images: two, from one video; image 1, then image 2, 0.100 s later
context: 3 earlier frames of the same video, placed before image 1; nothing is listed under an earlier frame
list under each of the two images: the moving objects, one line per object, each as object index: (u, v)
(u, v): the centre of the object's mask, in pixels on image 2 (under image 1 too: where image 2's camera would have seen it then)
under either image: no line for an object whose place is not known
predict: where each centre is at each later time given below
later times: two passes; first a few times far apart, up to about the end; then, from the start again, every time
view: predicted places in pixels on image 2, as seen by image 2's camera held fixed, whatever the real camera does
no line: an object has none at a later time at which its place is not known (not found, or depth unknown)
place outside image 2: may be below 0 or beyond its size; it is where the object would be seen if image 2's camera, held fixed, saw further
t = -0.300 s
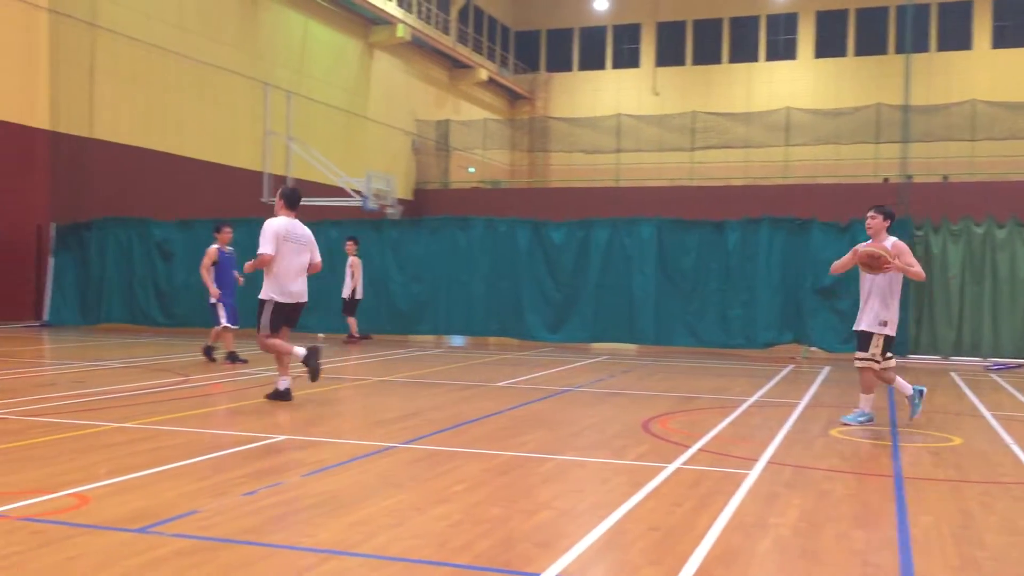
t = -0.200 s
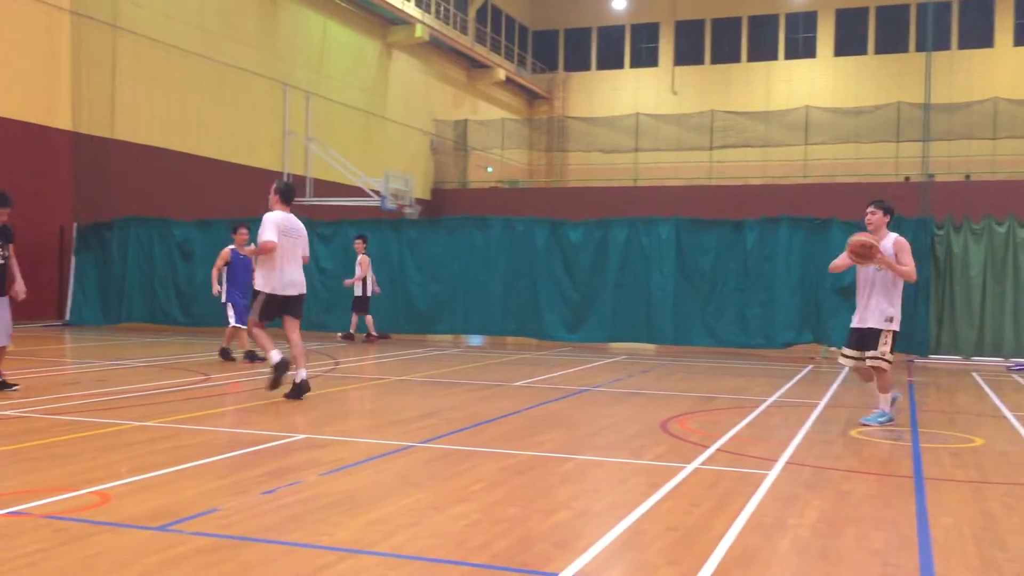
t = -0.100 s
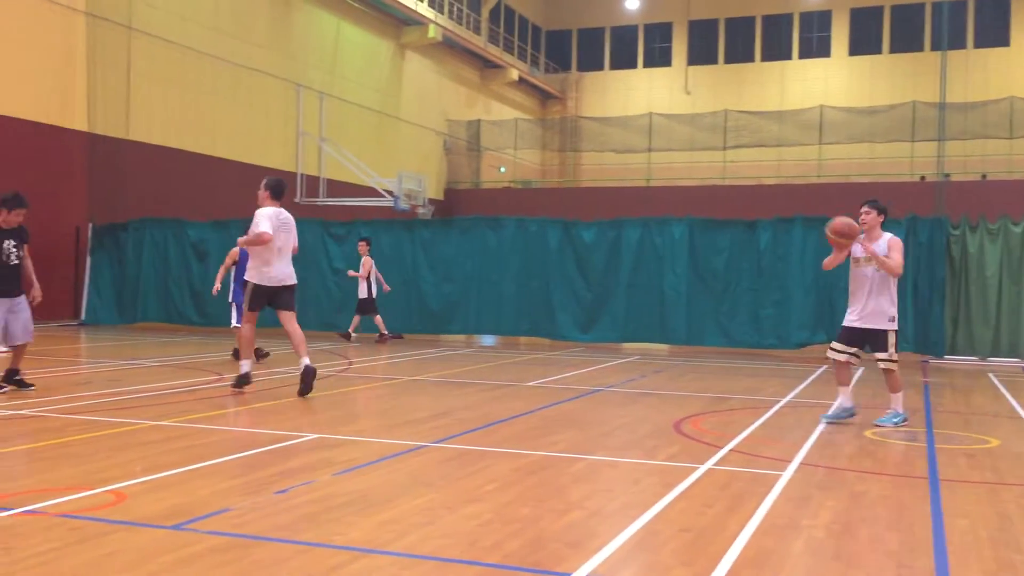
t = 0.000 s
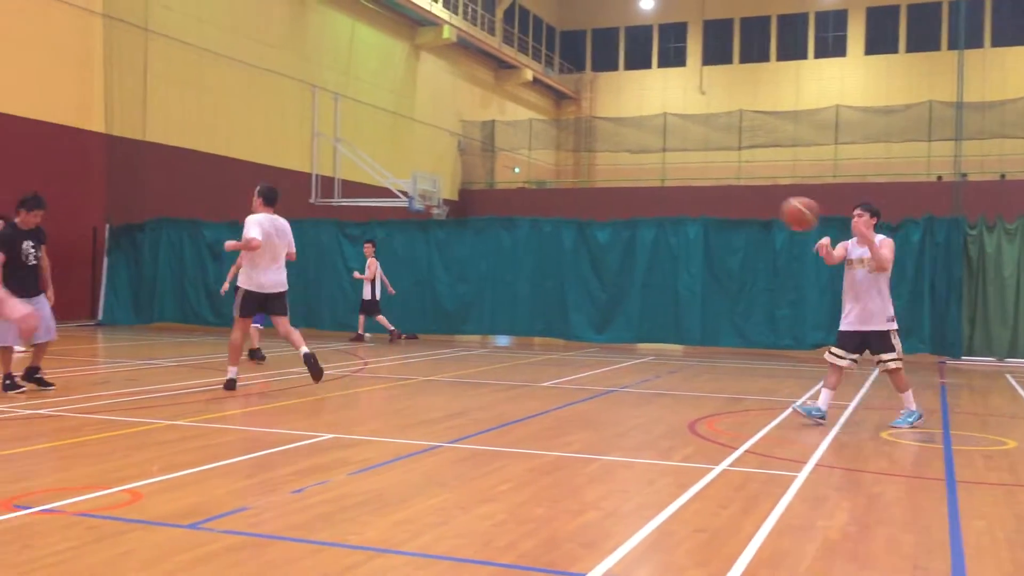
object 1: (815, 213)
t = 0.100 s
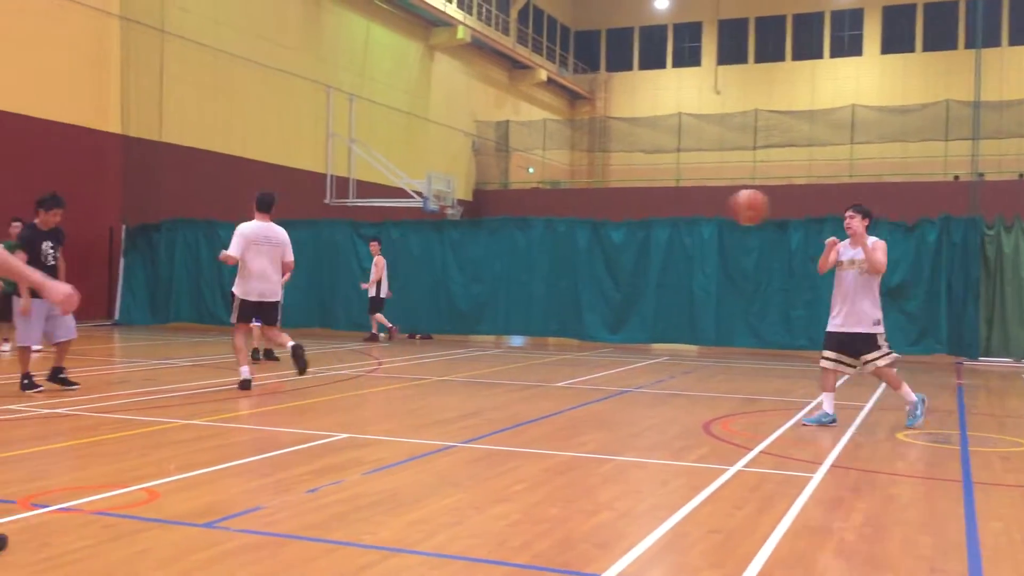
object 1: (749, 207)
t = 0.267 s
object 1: (621, 228)
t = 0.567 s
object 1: (326, 411)
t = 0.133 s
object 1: (725, 207)
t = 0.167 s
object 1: (700, 210)
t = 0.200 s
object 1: (674, 214)
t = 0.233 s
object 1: (648, 220)
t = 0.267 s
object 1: (621, 228)
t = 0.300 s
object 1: (593, 238)
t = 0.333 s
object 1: (563, 251)
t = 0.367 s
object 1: (534, 265)
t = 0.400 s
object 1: (502, 282)
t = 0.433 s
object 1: (470, 302)
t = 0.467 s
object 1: (437, 323)
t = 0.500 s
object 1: (403, 347)
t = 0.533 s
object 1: (364, 379)
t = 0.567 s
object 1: (326, 411)
